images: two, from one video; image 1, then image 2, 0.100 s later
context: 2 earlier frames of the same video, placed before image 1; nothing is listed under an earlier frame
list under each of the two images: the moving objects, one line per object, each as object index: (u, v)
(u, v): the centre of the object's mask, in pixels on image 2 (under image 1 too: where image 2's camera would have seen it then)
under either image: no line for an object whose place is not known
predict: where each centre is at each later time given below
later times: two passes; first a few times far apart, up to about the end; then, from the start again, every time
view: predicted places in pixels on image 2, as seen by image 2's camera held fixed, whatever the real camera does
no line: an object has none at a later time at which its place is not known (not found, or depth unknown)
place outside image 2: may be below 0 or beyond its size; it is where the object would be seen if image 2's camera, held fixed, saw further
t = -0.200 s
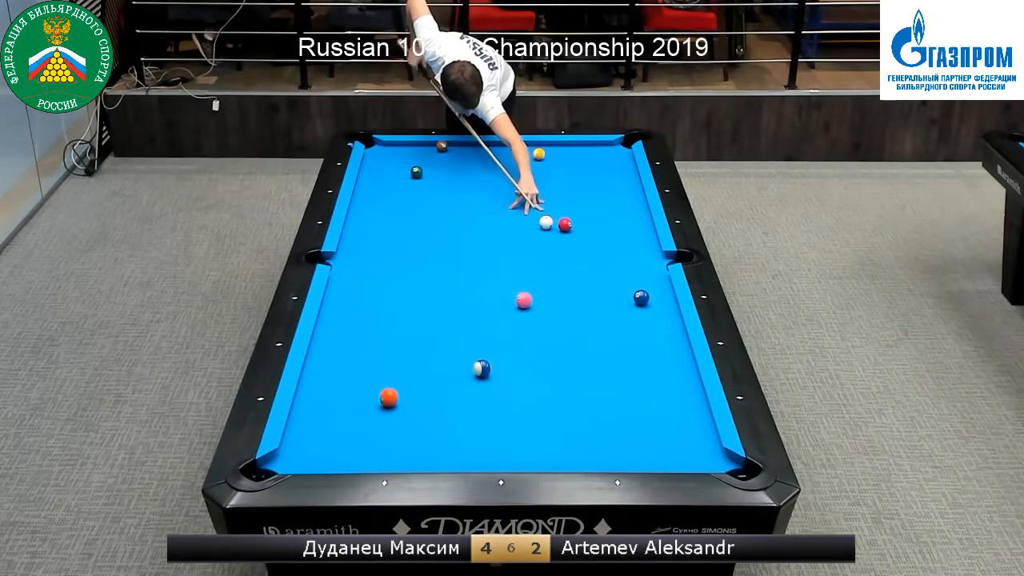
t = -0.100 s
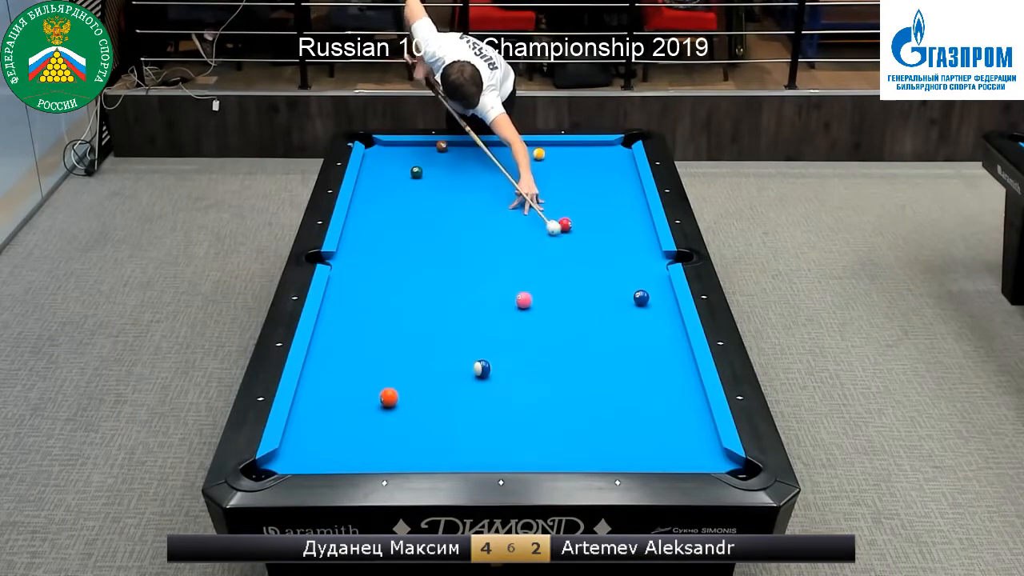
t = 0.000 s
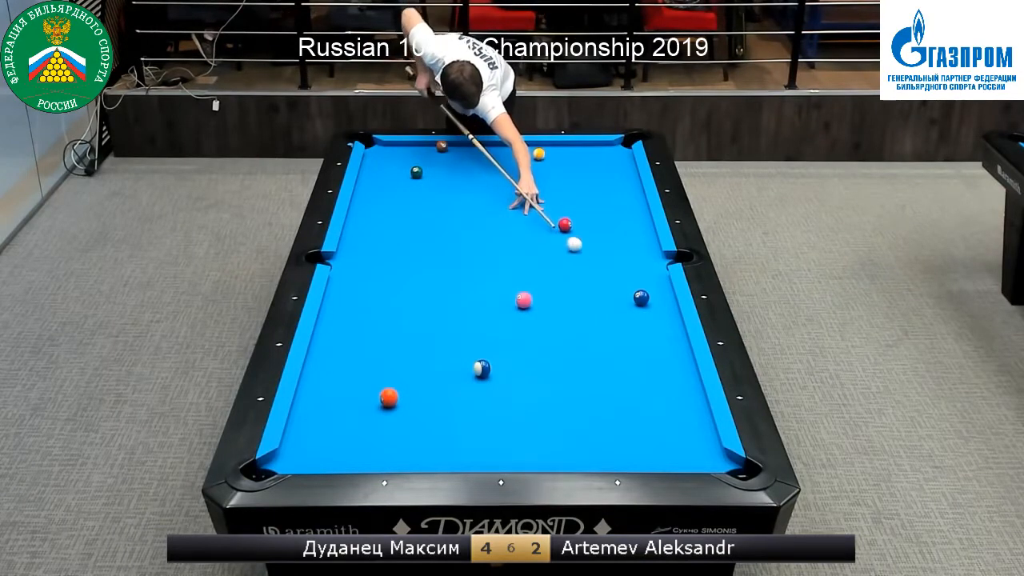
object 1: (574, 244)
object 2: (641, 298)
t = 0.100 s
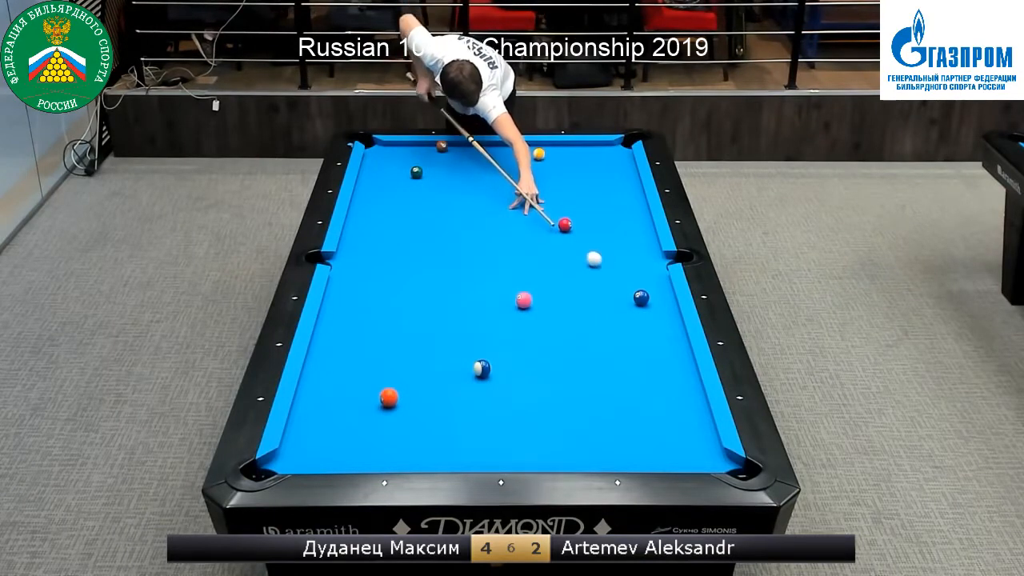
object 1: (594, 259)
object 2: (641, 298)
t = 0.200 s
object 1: (612, 273)
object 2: (641, 298)
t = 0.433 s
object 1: (647, 290)
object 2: (650, 312)
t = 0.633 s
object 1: (666, 295)
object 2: (663, 334)
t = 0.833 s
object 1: (655, 296)
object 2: (677, 356)
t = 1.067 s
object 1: (645, 297)
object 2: (693, 383)
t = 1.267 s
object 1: (636, 298)
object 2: (696, 405)
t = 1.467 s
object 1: (629, 299)
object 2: (698, 428)
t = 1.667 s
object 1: (622, 300)
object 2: (700, 451)
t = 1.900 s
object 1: (616, 301)
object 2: (708, 455)
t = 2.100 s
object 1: (611, 302)
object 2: (711, 449)
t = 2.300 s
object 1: (607, 303)
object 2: (705, 445)
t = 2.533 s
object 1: (603, 304)
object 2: (698, 440)
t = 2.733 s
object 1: (601, 304)
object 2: (693, 437)
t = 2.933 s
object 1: (600, 304)
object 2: (689, 435)
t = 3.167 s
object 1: (600, 304)
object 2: (686, 433)
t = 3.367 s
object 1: (600, 304)
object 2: (684, 432)
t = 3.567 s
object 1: (600, 304)
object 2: (682, 431)
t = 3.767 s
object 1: (600, 304)
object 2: (682, 431)
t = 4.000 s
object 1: (600, 304)
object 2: (682, 432)
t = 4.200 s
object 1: (600, 304)
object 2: (682, 432)
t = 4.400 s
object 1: (600, 304)
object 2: (682, 431)
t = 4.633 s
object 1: (600, 304)
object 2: (682, 431)
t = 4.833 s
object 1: (600, 304)
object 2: (682, 431)
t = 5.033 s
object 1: (600, 304)
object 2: (682, 431)
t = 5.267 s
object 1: (600, 304)
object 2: (682, 431)
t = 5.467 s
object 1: (600, 304)
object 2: (682, 431)
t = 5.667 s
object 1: (600, 304)
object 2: (682, 431)
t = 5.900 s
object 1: (600, 304)
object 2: (682, 431)
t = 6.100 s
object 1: (600, 304)
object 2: (682, 431)
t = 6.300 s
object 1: (600, 304)
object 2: (682, 431)
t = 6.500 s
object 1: (600, 304)
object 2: (682, 431)
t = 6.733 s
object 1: (600, 304)
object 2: (682, 431)
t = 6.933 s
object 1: (600, 304)
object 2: (682, 431)
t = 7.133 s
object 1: (600, 304)
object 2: (682, 431)
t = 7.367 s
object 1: (600, 304)
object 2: (682, 431)
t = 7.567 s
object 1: (600, 304)
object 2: (682, 431)
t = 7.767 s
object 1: (600, 304)
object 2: (682, 431)
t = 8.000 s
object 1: (600, 304)
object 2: (682, 431)
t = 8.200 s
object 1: (600, 304)
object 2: (682, 431)
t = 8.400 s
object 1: (600, 304)
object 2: (682, 431)
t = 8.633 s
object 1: (600, 304)
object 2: (682, 431)
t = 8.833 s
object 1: (600, 304)
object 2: (682, 431)
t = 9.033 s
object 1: (600, 304)
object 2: (682, 431)
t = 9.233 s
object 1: (600, 304)
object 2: (682, 431)
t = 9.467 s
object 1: (600, 304)
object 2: (682, 431)
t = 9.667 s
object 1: (600, 304)
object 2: (682, 431)
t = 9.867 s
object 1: (600, 304)
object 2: (682, 431)
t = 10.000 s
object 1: (600, 304)
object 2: (682, 431)
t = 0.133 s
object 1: (600, 264)
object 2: (641, 298)
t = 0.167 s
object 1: (606, 268)
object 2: (641, 298)
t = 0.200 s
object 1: (612, 273)
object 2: (641, 298)
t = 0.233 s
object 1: (618, 277)
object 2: (641, 298)
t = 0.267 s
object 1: (624, 281)
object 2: (641, 298)
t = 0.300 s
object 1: (630, 286)
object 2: (641, 298)
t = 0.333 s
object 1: (636, 288)
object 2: (641, 299)
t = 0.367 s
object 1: (640, 289)
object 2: (644, 303)
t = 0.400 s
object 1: (644, 290)
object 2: (647, 308)
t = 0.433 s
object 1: (647, 290)
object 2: (650, 312)
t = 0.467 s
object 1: (651, 291)
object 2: (652, 316)
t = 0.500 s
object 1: (655, 292)
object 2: (655, 320)
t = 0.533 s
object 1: (659, 293)
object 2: (657, 324)
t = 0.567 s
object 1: (663, 294)
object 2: (659, 327)
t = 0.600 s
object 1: (667, 295)
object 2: (661, 331)
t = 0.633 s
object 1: (666, 295)
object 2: (663, 334)
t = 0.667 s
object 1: (664, 295)
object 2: (665, 338)
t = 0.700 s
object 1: (662, 295)
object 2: (668, 342)
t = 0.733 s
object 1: (660, 295)
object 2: (670, 345)
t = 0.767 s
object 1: (658, 296)
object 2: (672, 349)
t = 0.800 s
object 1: (657, 296)
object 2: (674, 353)
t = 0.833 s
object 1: (655, 296)
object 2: (677, 356)
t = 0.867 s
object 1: (654, 296)
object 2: (679, 360)
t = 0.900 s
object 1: (652, 296)
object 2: (681, 364)
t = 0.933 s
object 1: (651, 296)
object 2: (683, 368)
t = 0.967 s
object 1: (649, 297)
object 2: (686, 372)
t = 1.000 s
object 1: (648, 297)
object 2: (688, 375)
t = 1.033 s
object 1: (646, 297)
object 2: (690, 380)
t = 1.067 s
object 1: (645, 297)
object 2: (693, 383)
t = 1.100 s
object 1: (643, 297)
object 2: (695, 387)
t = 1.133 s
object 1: (642, 297)
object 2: (695, 391)
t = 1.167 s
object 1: (640, 298)
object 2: (695, 395)
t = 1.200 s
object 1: (639, 298)
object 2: (696, 398)
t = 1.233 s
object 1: (638, 298)
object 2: (696, 402)
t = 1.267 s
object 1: (636, 298)
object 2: (696, 405)
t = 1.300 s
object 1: (635, 298)
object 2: (696, 409)
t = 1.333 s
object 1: (634, 299)
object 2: (697, 413)
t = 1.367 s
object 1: (632, 299)
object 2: (697, 416)
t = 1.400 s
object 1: (631, 299)
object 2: (697, 420)
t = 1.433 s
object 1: (630, 299)
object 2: (698, 424)
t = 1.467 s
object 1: (629, 299)
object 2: (698, 428)
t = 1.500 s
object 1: (628, 299)
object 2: (699, 432)
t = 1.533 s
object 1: (626, 300)
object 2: (699, 436)
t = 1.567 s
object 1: (625, 300)
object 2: (699, 440)
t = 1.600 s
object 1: (624, 300)
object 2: (699, 443)
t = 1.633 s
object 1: (623, 300)
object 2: (700, 447)
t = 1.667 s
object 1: (622, 300)
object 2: (700, 451)
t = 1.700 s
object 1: (621, 300)
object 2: (700, 454)
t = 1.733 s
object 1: (620, 301)
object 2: (701, 456)
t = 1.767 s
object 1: (619, 301)
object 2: (702, 458)
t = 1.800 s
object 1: (618, 301)
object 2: (703, 457)
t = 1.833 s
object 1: (617, 301)
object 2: (705, 456)
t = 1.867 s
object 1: (616, 301)
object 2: (706, 456)
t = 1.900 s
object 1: (616, 301)
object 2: (708, 455)
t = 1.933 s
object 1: (615, 302)
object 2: (709, 454)
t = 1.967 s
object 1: (614, 302)
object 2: (711, 453)
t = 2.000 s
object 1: (613, 302)
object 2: (712, 452)
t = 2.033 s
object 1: (613, 302)
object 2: (713, 451)
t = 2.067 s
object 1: (612, 302)
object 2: (712, 450)
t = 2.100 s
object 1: (611, 302)
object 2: (711, 449)
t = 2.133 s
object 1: (610, 302)
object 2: (710, 448)
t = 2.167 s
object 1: (610, 303)
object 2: (709, 447)
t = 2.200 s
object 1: (609, 303)
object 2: (708, 447)
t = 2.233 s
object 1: (608, 303)
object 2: (707, 446)
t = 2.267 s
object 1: (608, 303)
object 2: (706, 445)
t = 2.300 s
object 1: (607, 303)
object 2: (705, 445)
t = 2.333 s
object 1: (607, 303)
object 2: (704, 444)
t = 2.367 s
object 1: (606, 303)
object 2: (703, 443)
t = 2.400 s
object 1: (605, 303)
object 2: (702, 443)
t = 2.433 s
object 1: (605, 303)
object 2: (701, 442)
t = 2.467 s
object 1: (605, 303)
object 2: (700, 442)
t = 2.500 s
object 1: (604, 303)
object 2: (699, 441)
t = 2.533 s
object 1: (603, 304)
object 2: (698, 440)
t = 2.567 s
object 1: (603, 304)
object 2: (697, 440)
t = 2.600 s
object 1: (603, 304)
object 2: (696, 439)
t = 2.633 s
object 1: (602, 304)
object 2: (695, 439)
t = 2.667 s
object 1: (602, 304)
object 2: (694, 438)
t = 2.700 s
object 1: (602, 304)
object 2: (694, 438)
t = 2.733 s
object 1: (601, 304)
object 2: (693, 437)
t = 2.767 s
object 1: (601, 304)
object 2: (693, 437)
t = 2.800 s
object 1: (601, 304)
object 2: (692, 437)
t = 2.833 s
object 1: (600, 304)
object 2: (691, 436)
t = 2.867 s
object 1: (600, 304)
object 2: (690, 436)
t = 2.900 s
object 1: (600, 304)
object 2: (690, 435)
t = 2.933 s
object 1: (600, 304)
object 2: (689, 435)
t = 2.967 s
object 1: (600, 304)
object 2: (688, 435)
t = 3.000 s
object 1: (600, 304)
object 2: (688, 434)
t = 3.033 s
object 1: (600, 304)
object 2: (687, 434)
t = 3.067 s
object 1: (600, 304)
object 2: (687, 434)
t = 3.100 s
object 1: (600, 304)
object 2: (687, 433)
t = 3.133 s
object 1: (600, 304)
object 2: (686, 433)
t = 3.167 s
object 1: (600, 304)
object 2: (686, 433)
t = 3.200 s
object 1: (600, 304)
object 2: (685, 433)
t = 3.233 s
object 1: (600, 304)
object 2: (685, 432)
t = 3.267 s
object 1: (600, 304)
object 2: (684, 432)
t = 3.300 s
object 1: (600, 304)
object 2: (684, 432)
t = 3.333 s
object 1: (600, 304)
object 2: (684, 432)
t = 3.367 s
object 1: (600, 304)
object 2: (684, 432)
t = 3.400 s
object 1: (600, 304)
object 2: (683, 432)
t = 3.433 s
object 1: (600, 304)
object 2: (683, 432)
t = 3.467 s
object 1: (600, 304)
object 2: (683, 432)
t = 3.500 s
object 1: (600, 304)
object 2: (683, 432)
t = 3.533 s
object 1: (600, 304)
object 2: (682, 431)
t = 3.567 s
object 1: (600, 304)
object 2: (682, 431)
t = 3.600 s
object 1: (600, 304)
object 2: (682, 431)
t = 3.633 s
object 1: (600, 304)
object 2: (682, 432)
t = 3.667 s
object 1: (600, 304)
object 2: (682, 431)
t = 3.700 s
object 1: (600, 304)
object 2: (682, 431)
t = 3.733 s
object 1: (600, 304)
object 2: (682, 431)
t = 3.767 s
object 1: (600, 304)
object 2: (682, 431)
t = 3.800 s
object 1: (600, 304)
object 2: (682, 431)
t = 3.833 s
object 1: (600, 304)
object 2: (682, 432)
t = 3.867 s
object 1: (600, 304)
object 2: (682, 432)
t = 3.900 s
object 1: (600, 304)
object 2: (682, 431)
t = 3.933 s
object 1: (600, 304)
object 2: (682, 432)
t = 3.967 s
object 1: (600, 304)
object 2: (682, 432)
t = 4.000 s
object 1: (600, 304)
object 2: (682, 432)
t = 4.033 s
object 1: (600, 304)
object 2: (682, 432)
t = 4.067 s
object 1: (600, 304)
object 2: (682, 432)
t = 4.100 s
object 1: (600, 304)
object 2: (682, 431)
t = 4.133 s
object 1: (600, 304)
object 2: (682, 432)
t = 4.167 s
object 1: (600, 304)
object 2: (682, 432)
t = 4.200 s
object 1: (600, 304)
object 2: (682, 432)
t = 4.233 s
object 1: (600, 304)
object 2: (682, 431)
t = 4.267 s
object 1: (600, 304)
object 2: (682, 431)
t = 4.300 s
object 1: (600, 304)
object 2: (682, 431)
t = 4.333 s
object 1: (600, 304)
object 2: (682, 431)
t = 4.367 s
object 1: (600, 304)
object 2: (682, 431)
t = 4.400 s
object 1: (600, 304)
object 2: (682, 431)
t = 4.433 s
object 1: (600, 304)
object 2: (682, 431)
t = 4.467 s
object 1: (600, 304)
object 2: (682, 431)
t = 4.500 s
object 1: (600, 304)
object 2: (682, 431)
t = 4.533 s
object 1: (600, 304)
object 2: (682, 431)
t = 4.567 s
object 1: (600, 304)
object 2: (682, 431)
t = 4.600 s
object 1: (600, 304)
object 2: (682, 431)
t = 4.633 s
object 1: (600, 304)
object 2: (682, 431)
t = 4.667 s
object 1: (600, 304)
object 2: (682, 431)
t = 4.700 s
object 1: (600, 304)
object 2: (682, 431)
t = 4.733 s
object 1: (600, 304)
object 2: (682, 431)
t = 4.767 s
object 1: (600, 304)
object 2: (682, 431)
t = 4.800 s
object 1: (600, 304)
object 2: (682, 431)
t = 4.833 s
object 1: (600, 304)
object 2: (682, 431)
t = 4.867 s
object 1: (600, 304)
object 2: (682, 431)
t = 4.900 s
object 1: (600, 304)
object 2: (682, 431)
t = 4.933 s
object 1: (600, 304)
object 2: (682, 431)
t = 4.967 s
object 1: (600, 304)
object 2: (682, 431)
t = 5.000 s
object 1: (600, 304)
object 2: (682, 431)
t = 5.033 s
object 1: (600, 304)
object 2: (682, 431)
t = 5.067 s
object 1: (600, 304)
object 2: (682, 431)
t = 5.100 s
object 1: (600, 304)
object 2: (682, 431)
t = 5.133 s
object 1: (600, 304)
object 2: (682, 431)
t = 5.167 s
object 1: (600, 304)
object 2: (682, 431)
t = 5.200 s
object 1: (600, 304)
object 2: (682, 431)
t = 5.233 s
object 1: (600, 304)
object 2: (682, 431)
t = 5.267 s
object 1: (600, 304)
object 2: (682, 431)
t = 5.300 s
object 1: (600, 304)
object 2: (682, 431)
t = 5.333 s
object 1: (600, 304)
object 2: (682, 431)
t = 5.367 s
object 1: (600, 304)
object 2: (682, 431)
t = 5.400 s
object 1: (600, 304)
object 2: (682, 431)
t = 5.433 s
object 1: (600, 304)
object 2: (682, 431)
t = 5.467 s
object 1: (600, 304)
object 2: (682, 431)
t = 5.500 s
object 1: (600, 304)
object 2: (682, 431)
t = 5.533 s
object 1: (600, 304)
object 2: (682, 431)
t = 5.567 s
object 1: (600, 304)
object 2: (682, 431)
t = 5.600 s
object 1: (600, 304)
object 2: (682, 431)
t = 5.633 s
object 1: (600, 304)
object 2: (682, 431)
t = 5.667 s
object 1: (600, 304)
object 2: (682, 431)
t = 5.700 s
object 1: (600, 304)
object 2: (682, 431)
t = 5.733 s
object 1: (600, 304)
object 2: (682, 431)
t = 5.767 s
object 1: (600, 304)
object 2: (682, 431)
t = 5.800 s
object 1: (600, 304)
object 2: (682, 431)
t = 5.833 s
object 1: (600, 304)
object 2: (682, 431)
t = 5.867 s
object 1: (600, 304)
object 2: (682, 431)
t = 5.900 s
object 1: (600, 304)
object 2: (682, 431)
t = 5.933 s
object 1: (600, 304)
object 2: (682, 431)
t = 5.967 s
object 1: (600, 304)
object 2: (682, 431)
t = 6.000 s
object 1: (600, 304)
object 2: (682, 431)
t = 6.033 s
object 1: (600, 304)
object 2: (682, 431)
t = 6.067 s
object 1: (600, 304)
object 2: (682, 431)
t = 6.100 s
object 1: (600, 304)
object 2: (682, 431)
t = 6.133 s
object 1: (600, 304)
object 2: (682, 431)
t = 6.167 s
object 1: (600, 304)
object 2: (682, 431)
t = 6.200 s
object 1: (600, 304)
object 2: (682, 431)
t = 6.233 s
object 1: (600, 304)
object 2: (682, 431)
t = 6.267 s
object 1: (600, 304)
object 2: (682, 431)
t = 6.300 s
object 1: (600, 304)
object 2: (682, 431)
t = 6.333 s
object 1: (600, 304)
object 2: (682, 431)
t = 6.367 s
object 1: (600, 304)
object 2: (682, 431)
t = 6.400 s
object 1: (600, 304)
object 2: (682, 431)
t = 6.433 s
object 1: (600, 304)
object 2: (682, 431)
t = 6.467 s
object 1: (600, 304)
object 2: (682, 431)
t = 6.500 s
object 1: (600, 304)
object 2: (682, 431)
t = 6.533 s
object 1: (600, 304)
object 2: (682, 431)
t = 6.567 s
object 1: (600, 304)
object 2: (682, 431)
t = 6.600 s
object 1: (600, 304)
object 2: (682, 431)
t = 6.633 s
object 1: (600, 304)
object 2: (682, 431)
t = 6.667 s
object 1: (600, 304)
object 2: (682, 431)
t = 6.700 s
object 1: (600, 304)
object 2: (682, 431)
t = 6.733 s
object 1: (600, 304)
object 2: (682, 431)
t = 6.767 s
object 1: (600, 304)
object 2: (682, 431)
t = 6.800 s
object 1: (600, 304)
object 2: (682, 431)
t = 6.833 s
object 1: (600, 304)
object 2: (682, 431)
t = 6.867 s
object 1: (600, 304)
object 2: (682, 431)
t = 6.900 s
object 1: (600, 304)
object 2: (682, 431)
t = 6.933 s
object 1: (600, 304)
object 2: (682, 431)
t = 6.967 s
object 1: (600, 304)
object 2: (682, 431)
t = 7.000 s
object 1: (600, 304)
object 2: (682, 431)
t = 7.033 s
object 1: (600, 304)
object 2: (682, 431)
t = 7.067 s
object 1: (600, 304)
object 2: (682, 431)
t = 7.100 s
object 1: (600, 304)
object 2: (682, 431)
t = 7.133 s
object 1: (600, 304)
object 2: (682, 431)
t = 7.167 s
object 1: (600, 304)
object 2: (682, 431)
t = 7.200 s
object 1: (600, 304)
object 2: (682, 431)
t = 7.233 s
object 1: (600, 304)
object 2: (682, 431)
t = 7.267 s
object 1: (600, 304)
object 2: (682, 431)
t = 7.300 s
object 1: (600, 304)
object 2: (682, 431)
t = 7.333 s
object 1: (600, 304)
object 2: (682, 431)
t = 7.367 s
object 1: (600, 304)
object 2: (682, 431)
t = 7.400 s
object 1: (600, 304)
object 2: (682, 431)
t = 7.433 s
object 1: (600, 304)
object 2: (682, 431)
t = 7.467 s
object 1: (600, 304)
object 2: (682, 431)
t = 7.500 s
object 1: (600, 304)
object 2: (682, 431)
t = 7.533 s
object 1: (600, 304)
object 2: (682, 431)
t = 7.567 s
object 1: (600, 304)
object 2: (682, 431)
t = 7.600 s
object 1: (600, 304)
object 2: (682, 431)
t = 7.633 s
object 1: (600, 304)
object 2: (682, 431)
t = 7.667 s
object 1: (600, 304)
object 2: (682, 431)
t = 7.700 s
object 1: (600, 304)
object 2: (682, 431)
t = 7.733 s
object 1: (600, 304)
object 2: (682, 431)
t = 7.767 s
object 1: (600, 304)
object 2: (682, 431)
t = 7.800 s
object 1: (600, 304)
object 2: (682, 431)
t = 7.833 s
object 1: (600, 304)
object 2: (682, 431)
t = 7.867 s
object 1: (600, 304)
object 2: (682, 431)
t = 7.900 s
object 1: (600, 304)
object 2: (682, 431)
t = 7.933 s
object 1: (600, 304)
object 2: (682, 431)
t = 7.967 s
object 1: (600, 304)
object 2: (682, 431)
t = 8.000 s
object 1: (600, 304)
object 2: (682, 431)
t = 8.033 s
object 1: (600, 304)
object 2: (682, 431)
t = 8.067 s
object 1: (600, 304)
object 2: (682, 431)
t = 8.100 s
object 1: (600, 304)
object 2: (682, 431)
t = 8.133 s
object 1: (600, 304)
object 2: (682, 431)
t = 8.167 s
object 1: (600, 304)
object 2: (682, 431)
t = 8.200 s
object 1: (600, 304)
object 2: (682, 431)
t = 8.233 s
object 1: (600, 304)
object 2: (682, 431)
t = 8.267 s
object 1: (600, 304)
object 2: (682, 431)
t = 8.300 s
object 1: (600, 304)
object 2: (682, 431)
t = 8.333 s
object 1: (600, 304)
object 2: (682, 431)
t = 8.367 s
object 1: (600, 304)
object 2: (682, 431)
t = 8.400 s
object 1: (600, 304)
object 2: (682, 431)
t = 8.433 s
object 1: (600, 304)
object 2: (682, 431)
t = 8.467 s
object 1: (600, 304)
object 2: (682, 431)
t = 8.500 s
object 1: (600, 304)
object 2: (682, 431)
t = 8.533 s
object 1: (600, 304)
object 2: (682, 431)
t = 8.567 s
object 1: (600, 304)
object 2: (682, 431)
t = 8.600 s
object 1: (600, 304)
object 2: (682, 431)
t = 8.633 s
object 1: (600, 304)
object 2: (682, 431)
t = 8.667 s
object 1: (600, 304)
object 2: (682, 431)
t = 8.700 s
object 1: (600, 304)
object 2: (682, 431)
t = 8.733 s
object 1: (600, 304)
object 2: (682, 431)
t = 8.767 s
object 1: (600, 304)
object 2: (682, 431)
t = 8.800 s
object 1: (600, 304)
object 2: (682, 431)
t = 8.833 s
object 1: (600, 304)
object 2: (682, 431)
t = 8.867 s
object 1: (600, 304)
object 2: (682, 431)
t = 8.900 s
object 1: (600, 304)
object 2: (682, 431)
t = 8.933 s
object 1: (600, 304)
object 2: (682, 431)
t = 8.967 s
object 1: (600, 304)
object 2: (682, 431)
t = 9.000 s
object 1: (600, 304)
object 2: (682, 431)
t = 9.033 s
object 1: (600, 304)
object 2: (682, 431)
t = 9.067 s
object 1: (600, 304)
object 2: (682, 431)
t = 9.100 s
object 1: (600, 304)
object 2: (682, 431)
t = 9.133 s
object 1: (600, 304)
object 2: (682, 431)
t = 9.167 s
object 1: (600, 304)
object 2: (682, 431)
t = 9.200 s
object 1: (600, 304)
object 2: (682, 431)
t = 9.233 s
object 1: (600, 304)
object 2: (682, 431)
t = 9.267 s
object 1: (600, 304)
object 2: (682, 431)
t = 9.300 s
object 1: (600, 304)
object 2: (682, 431)
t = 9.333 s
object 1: (600, 304)
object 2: (682, 431)
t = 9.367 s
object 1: (600, 304)
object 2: (682, 431)
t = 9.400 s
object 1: (600, 304)
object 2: (682, 431)
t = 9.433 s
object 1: (600, 304)
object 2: (682, 431)
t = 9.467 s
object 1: (600, 304)
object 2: (682, 431)
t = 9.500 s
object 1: (600, 304)
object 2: (682, 431)
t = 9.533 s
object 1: (600, 304)
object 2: (682, 431)
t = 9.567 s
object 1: (600, 304)
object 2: (682, 431)
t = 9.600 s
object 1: (600, 304)
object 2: (682, 431)
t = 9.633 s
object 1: (600, 304)
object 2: (682, 431)
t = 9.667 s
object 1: (600, 304)
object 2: (682, 431)
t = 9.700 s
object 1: (600, 304)
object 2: (682, 431)
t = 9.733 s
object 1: (600, 304)
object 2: (682, 431)
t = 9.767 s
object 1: (600, 304)
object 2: (682, 431)
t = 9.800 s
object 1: (600, 304)
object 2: (682, 431)
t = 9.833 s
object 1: (600, 304)
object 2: (682, 431)
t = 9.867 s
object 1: (600, 304)
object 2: (682, 431)
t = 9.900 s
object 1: (600, 304)
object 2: (682, 431)
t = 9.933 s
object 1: (600, 304)
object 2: (682, 431)
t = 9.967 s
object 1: (600, 304)
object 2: (682, 431)
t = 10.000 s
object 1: (600, 304)
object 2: (682, 431)
